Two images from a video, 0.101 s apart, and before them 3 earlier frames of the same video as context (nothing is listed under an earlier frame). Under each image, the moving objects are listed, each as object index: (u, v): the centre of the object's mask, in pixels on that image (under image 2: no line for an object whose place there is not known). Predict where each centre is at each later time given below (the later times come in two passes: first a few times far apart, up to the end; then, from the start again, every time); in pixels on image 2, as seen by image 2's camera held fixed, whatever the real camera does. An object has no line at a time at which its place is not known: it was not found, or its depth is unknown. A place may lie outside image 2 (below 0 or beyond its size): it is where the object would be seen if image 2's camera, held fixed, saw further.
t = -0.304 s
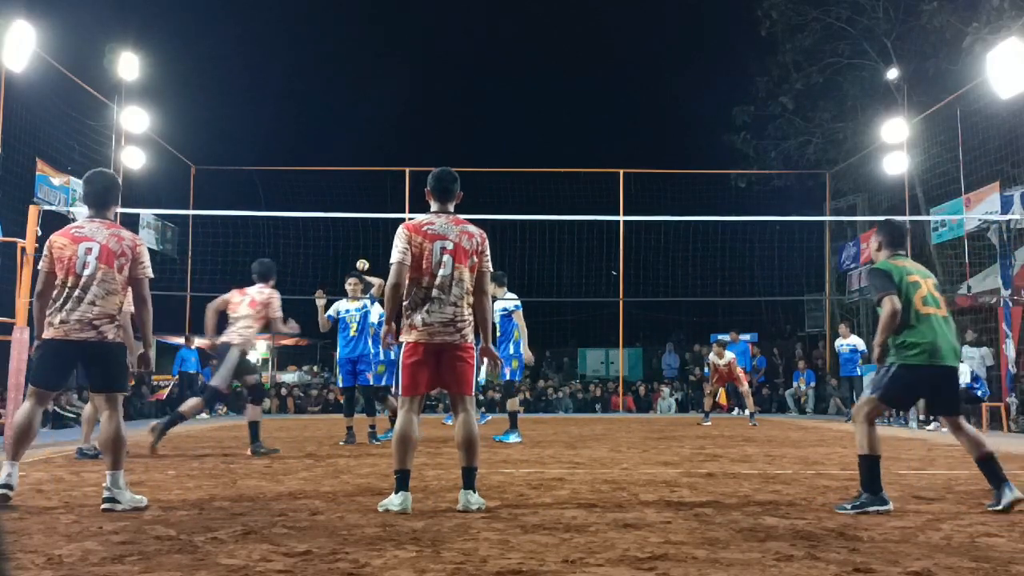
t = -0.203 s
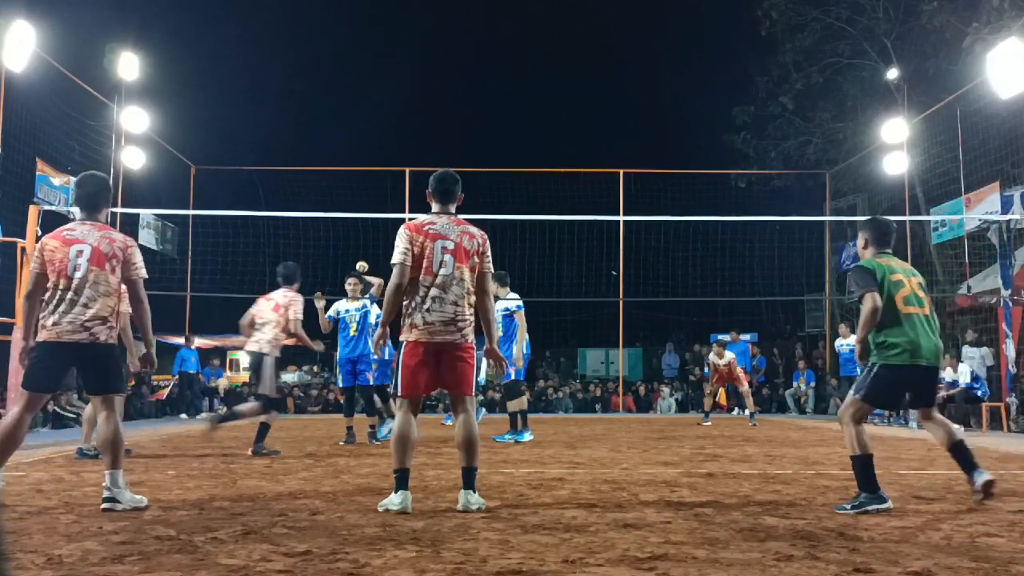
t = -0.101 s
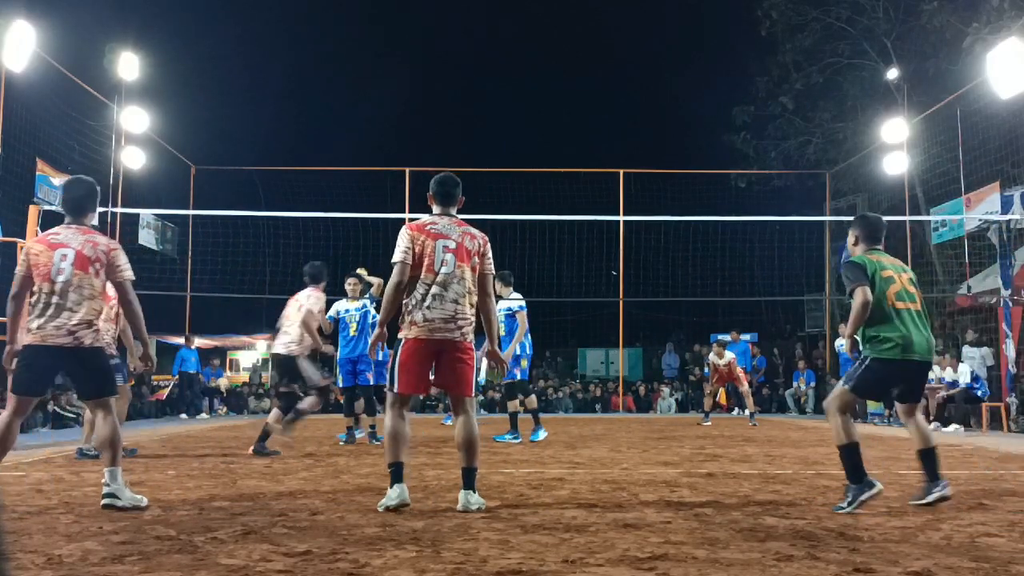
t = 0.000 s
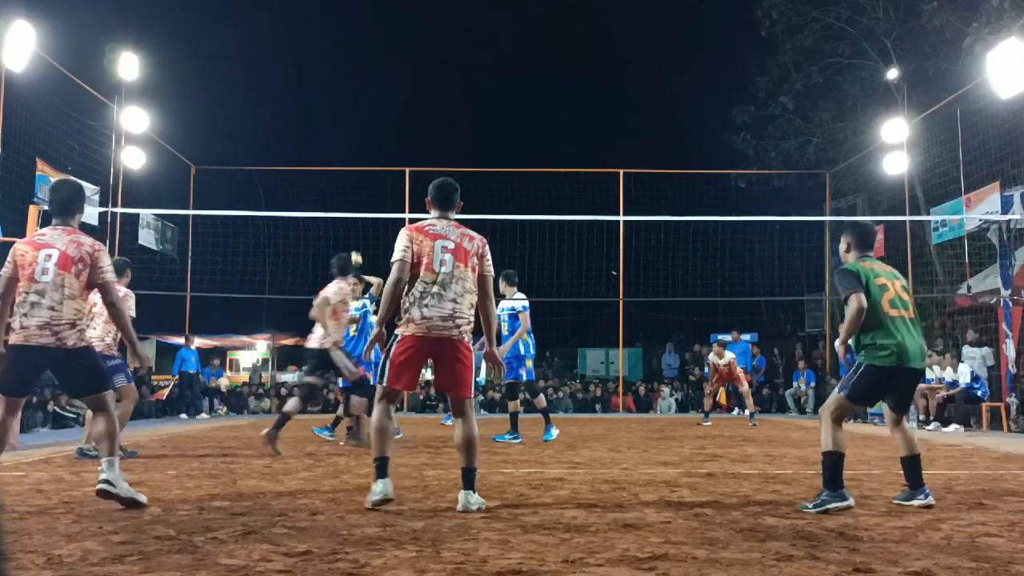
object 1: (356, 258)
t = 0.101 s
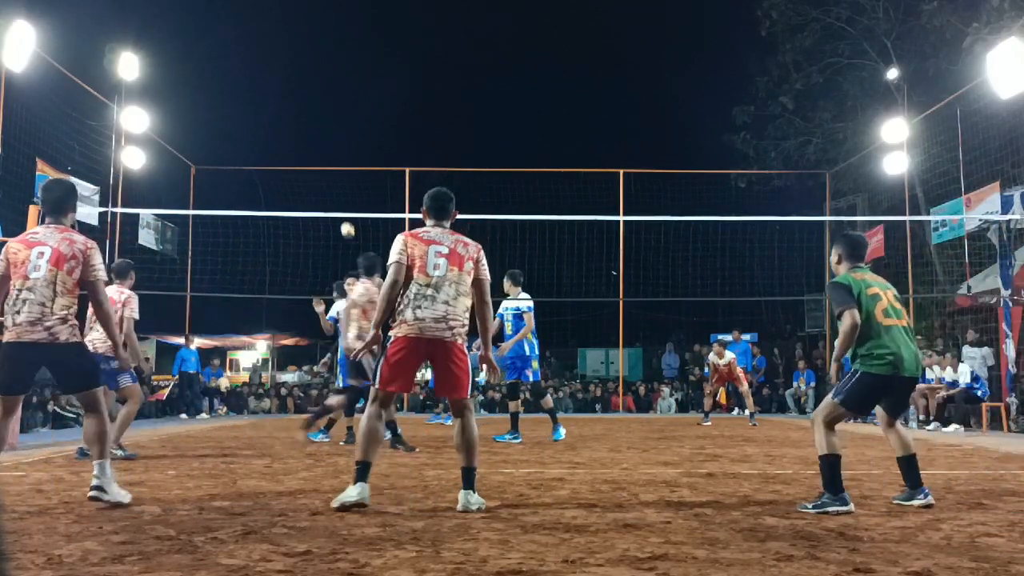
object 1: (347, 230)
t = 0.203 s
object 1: (339, 203)
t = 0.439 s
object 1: (319, 152)
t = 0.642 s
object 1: (294, 133)
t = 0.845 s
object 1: (248, 157)
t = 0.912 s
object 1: (223, 182)
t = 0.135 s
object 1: (345, 222)
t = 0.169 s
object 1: (342, 212)
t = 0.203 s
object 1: (339, 203)
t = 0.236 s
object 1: (337, 195)
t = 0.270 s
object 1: (334, 187)
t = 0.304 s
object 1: (331, 179)
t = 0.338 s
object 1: (328, 172)
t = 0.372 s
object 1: (325, 165)
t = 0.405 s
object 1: (322, 158)
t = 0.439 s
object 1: (319, 152)
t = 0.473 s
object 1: (316, 147)
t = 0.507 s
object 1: (312, 143)
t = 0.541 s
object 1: (309, 139)
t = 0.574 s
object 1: (304, 136)
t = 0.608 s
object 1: (300, 134)
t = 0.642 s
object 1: (294, 133)
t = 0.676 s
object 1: (289, 134)
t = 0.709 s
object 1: (282, 135)
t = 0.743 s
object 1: (275, 138)
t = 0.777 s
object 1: (267, 142)
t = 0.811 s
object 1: (258, 149)
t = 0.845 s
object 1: (248, 157)
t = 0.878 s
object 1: (237, 167)
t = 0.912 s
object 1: (223, 182)
